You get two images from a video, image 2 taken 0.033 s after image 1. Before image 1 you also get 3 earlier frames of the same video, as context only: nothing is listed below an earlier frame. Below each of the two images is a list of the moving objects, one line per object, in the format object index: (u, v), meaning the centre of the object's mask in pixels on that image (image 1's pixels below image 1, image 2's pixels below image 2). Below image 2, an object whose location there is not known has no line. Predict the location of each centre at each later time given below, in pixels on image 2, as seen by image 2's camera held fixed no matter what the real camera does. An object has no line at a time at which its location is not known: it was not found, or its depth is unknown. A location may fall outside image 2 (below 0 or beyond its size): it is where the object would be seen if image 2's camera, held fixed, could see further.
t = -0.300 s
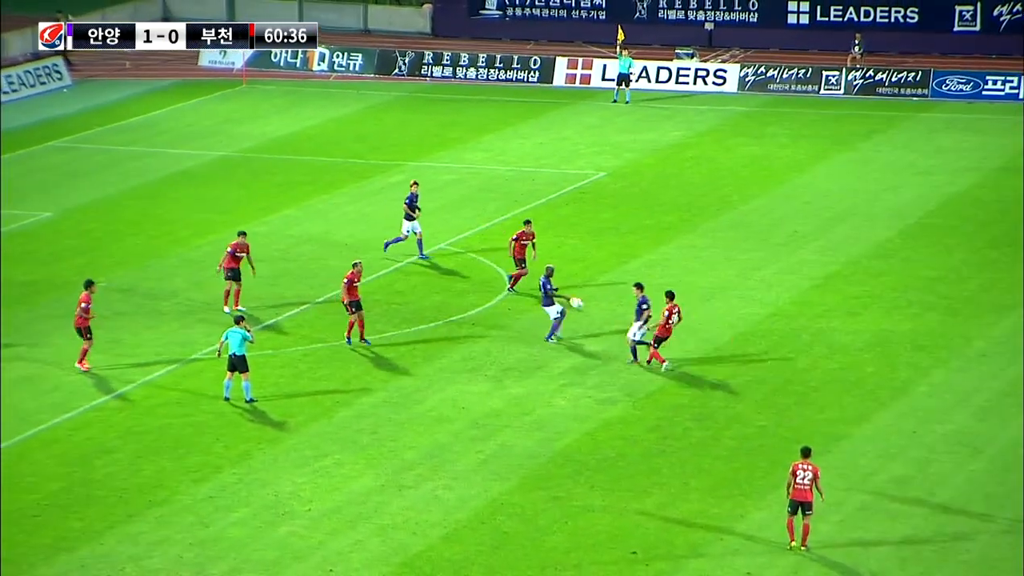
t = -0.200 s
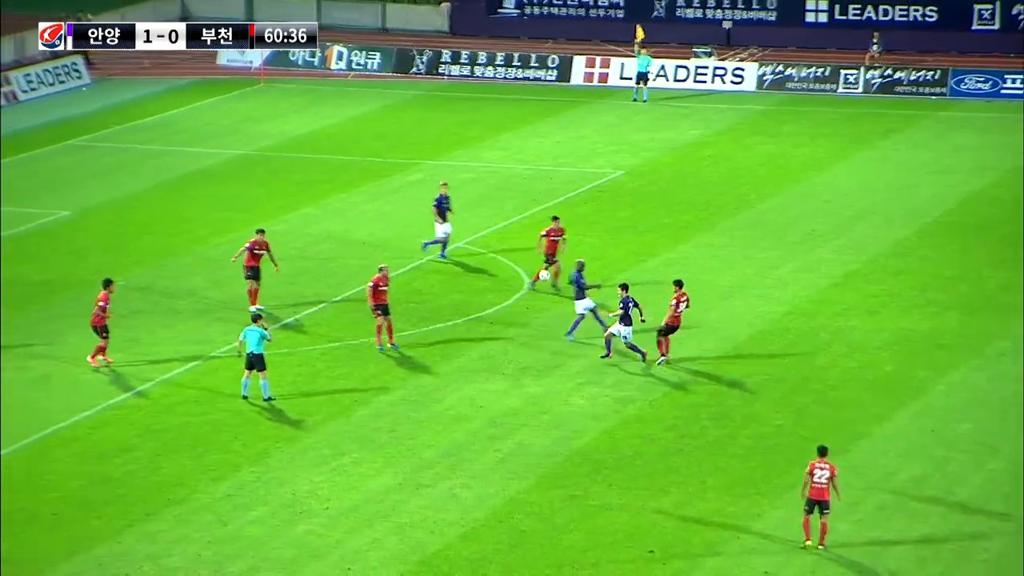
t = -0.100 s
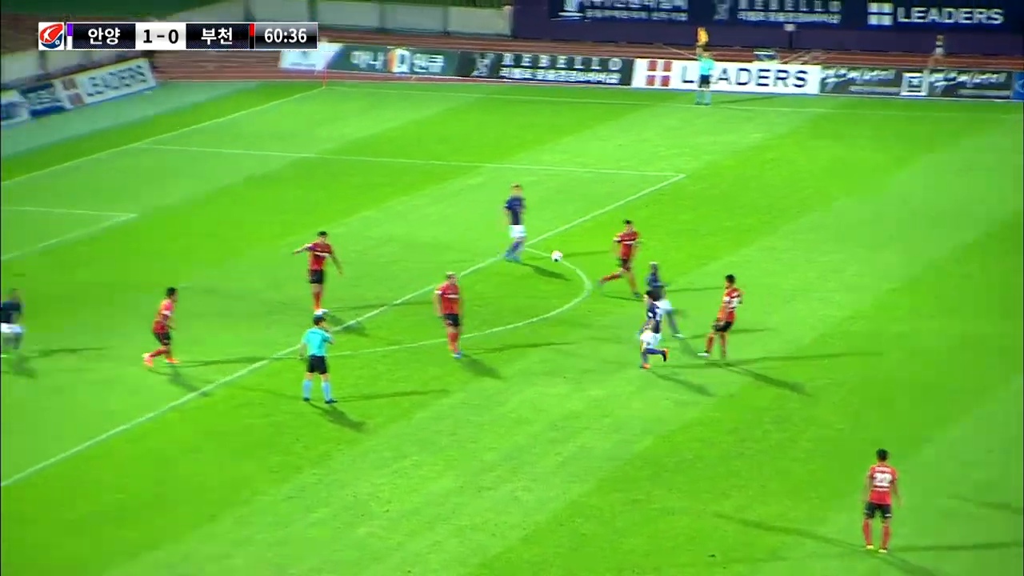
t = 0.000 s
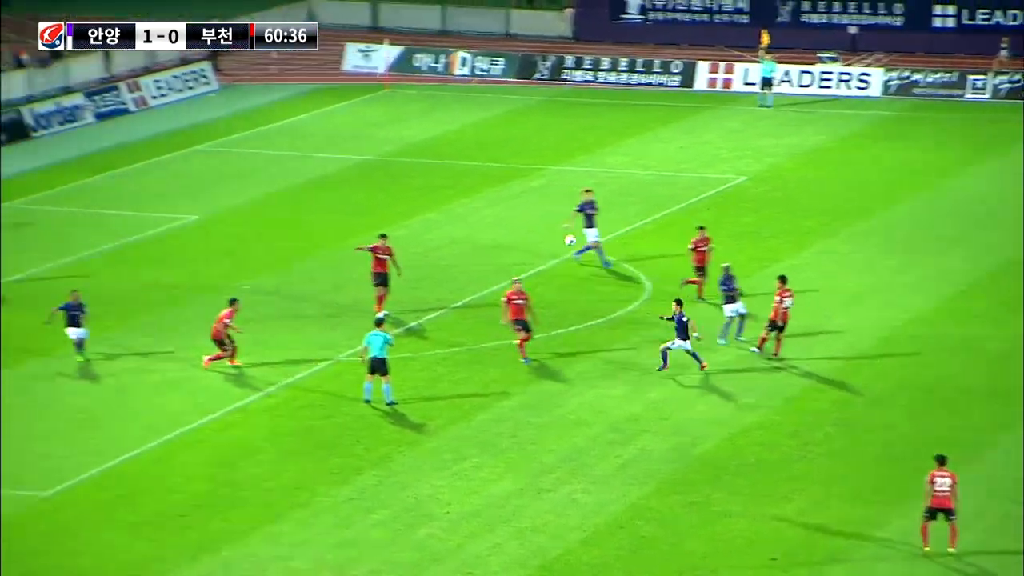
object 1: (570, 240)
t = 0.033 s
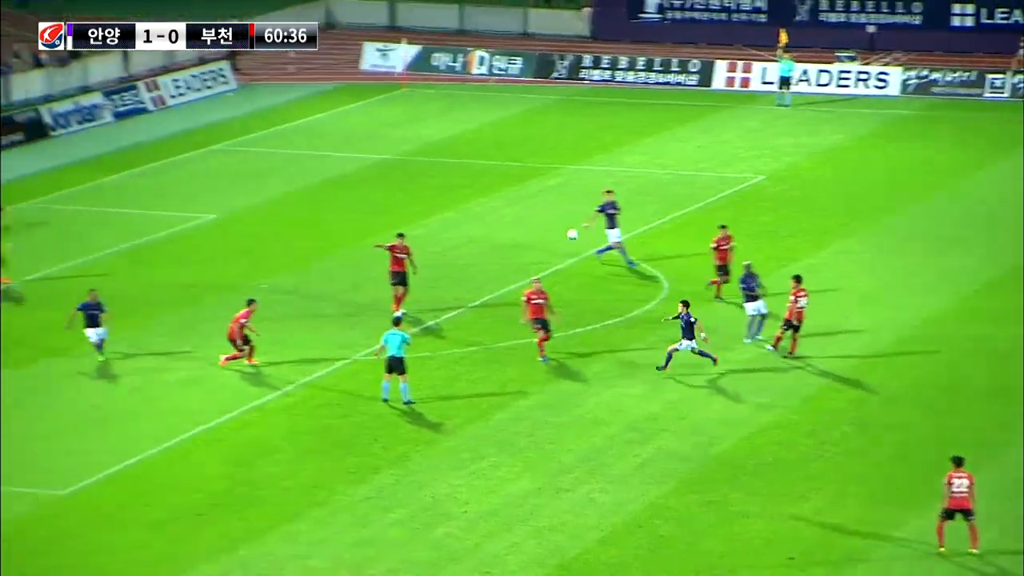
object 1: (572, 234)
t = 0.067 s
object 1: (558, 229)
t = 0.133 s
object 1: (532, 222)
